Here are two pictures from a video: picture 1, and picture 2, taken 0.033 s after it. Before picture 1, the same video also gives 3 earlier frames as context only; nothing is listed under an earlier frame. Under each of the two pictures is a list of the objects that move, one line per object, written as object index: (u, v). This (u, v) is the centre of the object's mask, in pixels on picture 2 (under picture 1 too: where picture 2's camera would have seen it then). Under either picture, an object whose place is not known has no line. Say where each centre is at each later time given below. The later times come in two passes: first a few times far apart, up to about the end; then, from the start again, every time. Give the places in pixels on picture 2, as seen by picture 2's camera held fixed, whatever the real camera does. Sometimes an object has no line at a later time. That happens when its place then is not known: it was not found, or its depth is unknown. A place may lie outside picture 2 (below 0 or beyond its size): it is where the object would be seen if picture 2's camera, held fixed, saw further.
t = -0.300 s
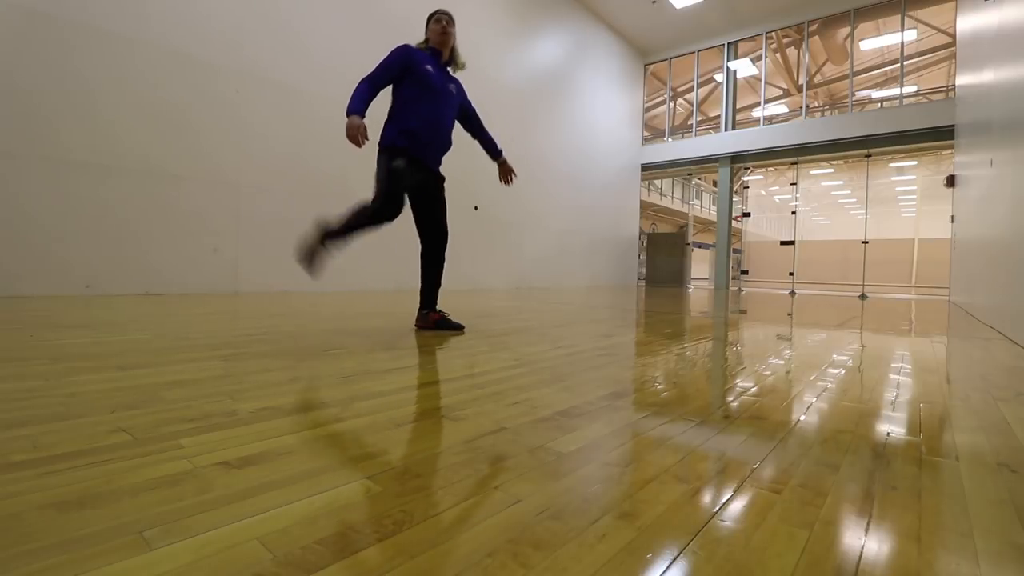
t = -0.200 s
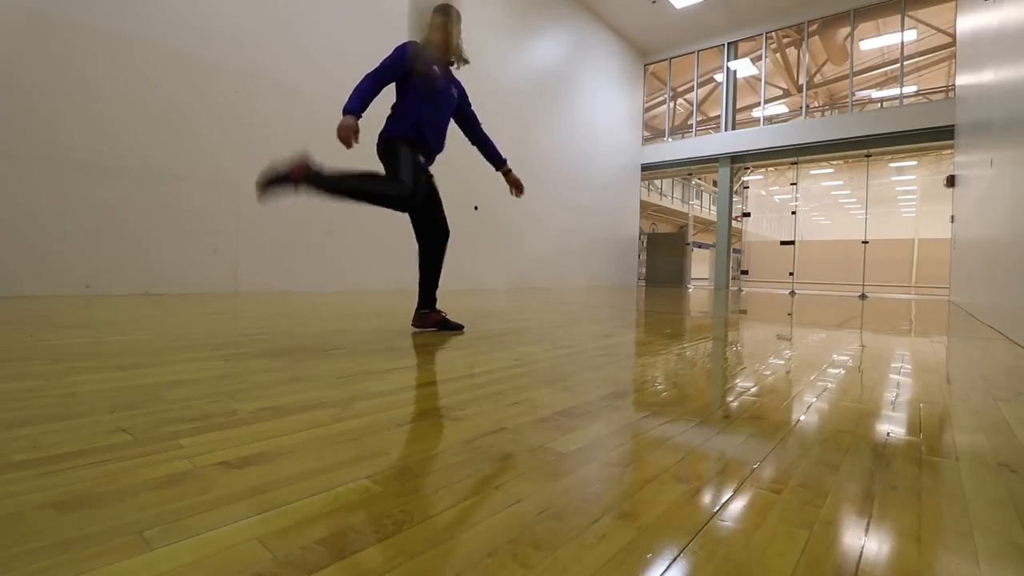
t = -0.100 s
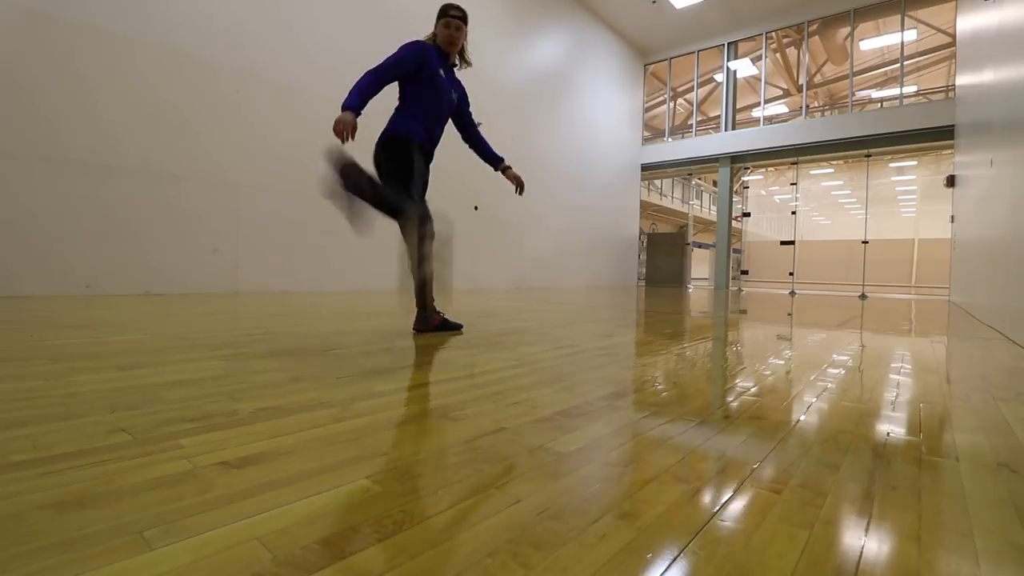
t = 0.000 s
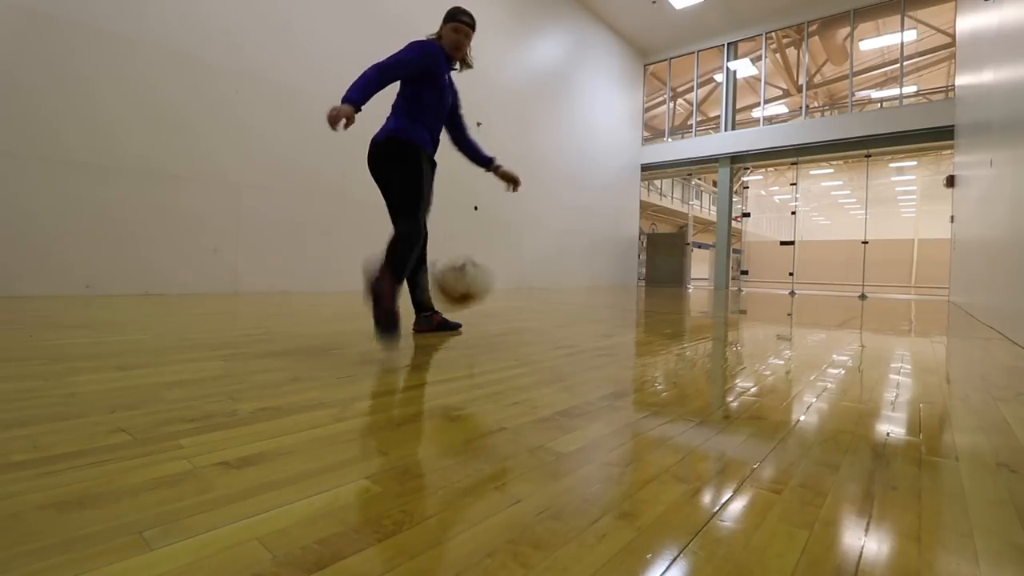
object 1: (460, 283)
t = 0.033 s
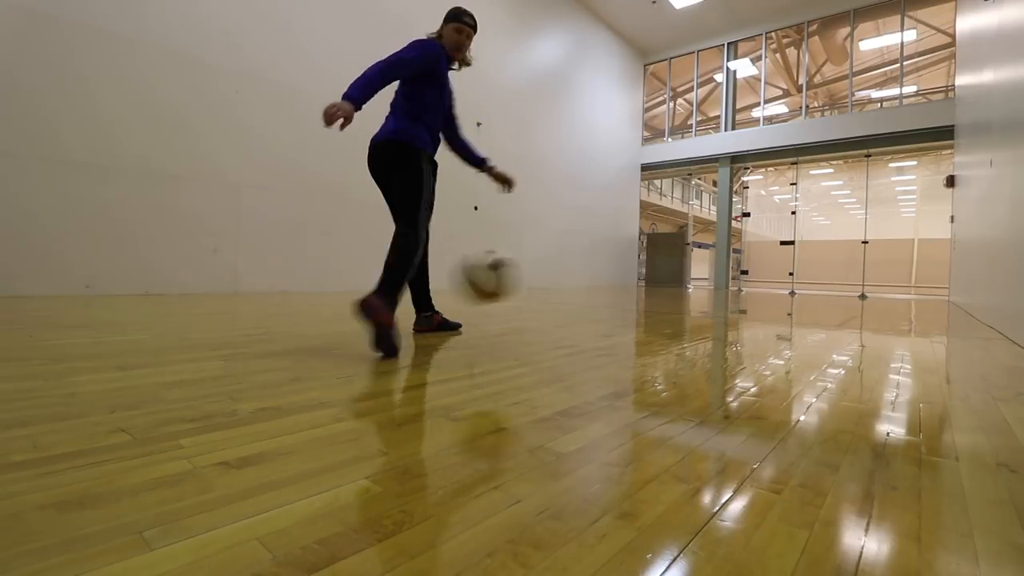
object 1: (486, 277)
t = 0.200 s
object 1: (601, 290)
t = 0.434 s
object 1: (663, 295)
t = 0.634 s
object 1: (661, 312)
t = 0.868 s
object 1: (647, 303)
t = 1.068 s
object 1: (631, 311)
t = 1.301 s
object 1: (610, 317)
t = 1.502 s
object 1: (590, 323)
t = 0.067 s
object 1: (511, 276)
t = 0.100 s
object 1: (536, 276)
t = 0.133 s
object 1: (559, 278)
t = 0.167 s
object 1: (583, 283)
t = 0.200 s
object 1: (601, 290)
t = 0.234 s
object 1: (620, 296)
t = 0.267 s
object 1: (641, 307)
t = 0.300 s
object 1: (658, 318)
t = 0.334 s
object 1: (662, 312)
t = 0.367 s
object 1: (662, 305)
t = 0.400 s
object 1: (663, 300)
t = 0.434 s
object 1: (663, 295)
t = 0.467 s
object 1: (662, 293)
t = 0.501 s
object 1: (662, 292)
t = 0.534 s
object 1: (663, 295)
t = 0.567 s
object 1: (662, 297)
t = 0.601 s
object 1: (661, 303)
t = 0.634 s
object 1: (661, 312)
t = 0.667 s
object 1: (660, 321)
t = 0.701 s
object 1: (658, 315)
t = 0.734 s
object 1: (656, 308)
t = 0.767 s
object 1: (654, 304)
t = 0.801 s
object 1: (652, 302)
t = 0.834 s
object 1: (649, 302)
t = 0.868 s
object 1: (647, 303)
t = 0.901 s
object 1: (644, 308)
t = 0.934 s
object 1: (641, 315)
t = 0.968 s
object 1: (639, 323)
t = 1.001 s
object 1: (636, 319)
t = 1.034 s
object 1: (633, 314)
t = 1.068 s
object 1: (631, 311)
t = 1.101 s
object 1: (628, 310)
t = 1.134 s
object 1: (626, 311)
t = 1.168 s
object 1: (623, 314)
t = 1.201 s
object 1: (619, 320)
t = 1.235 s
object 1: (616, 325)
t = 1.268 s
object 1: (613, 321)
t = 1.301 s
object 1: (610, 317)
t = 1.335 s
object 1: (607, 316)
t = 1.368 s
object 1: (604, 316)
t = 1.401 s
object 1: (600, 319)
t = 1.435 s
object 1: (597, 325)
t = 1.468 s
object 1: (593, 327)
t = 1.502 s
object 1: (590, 323)
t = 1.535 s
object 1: (587, 321)
